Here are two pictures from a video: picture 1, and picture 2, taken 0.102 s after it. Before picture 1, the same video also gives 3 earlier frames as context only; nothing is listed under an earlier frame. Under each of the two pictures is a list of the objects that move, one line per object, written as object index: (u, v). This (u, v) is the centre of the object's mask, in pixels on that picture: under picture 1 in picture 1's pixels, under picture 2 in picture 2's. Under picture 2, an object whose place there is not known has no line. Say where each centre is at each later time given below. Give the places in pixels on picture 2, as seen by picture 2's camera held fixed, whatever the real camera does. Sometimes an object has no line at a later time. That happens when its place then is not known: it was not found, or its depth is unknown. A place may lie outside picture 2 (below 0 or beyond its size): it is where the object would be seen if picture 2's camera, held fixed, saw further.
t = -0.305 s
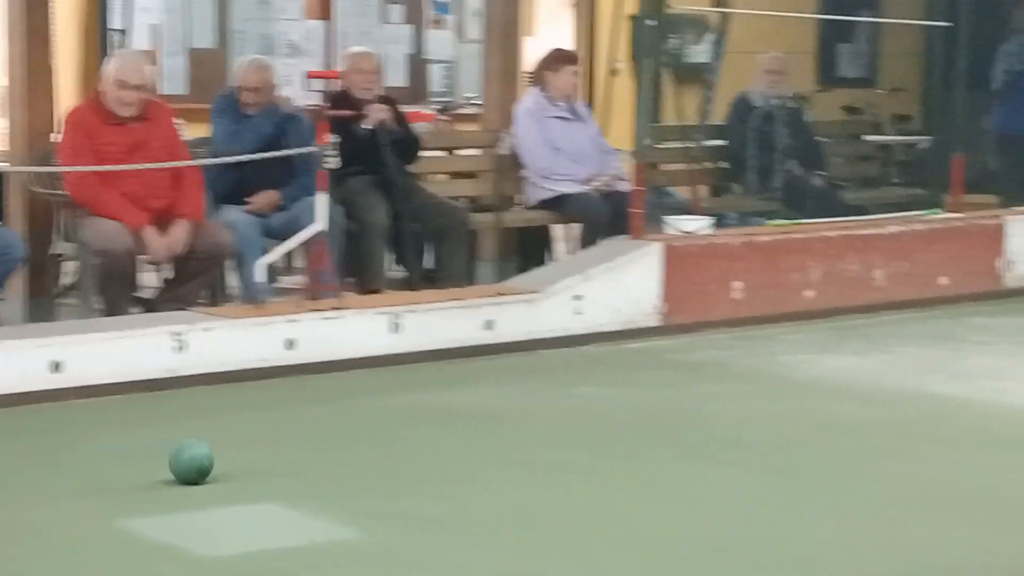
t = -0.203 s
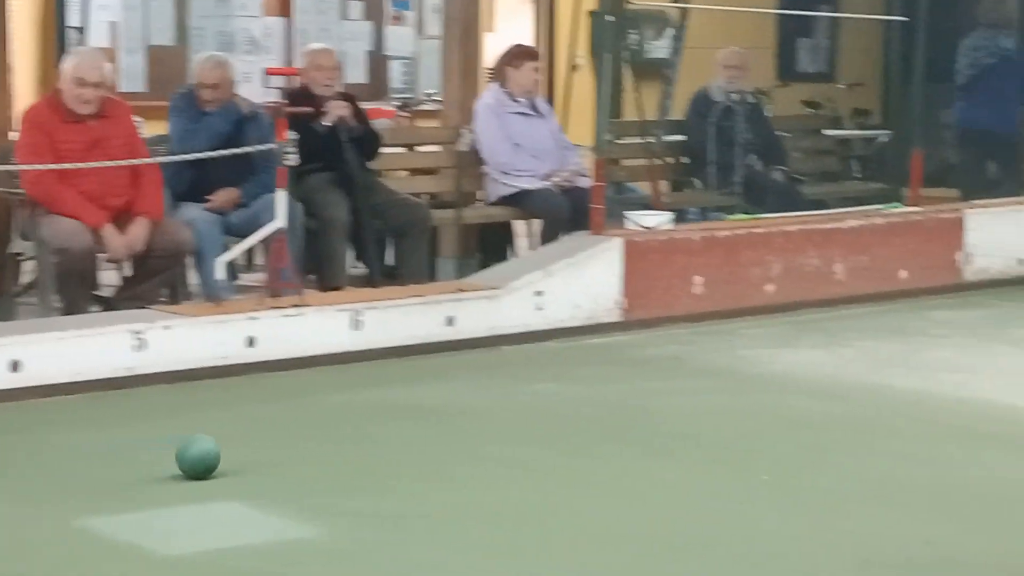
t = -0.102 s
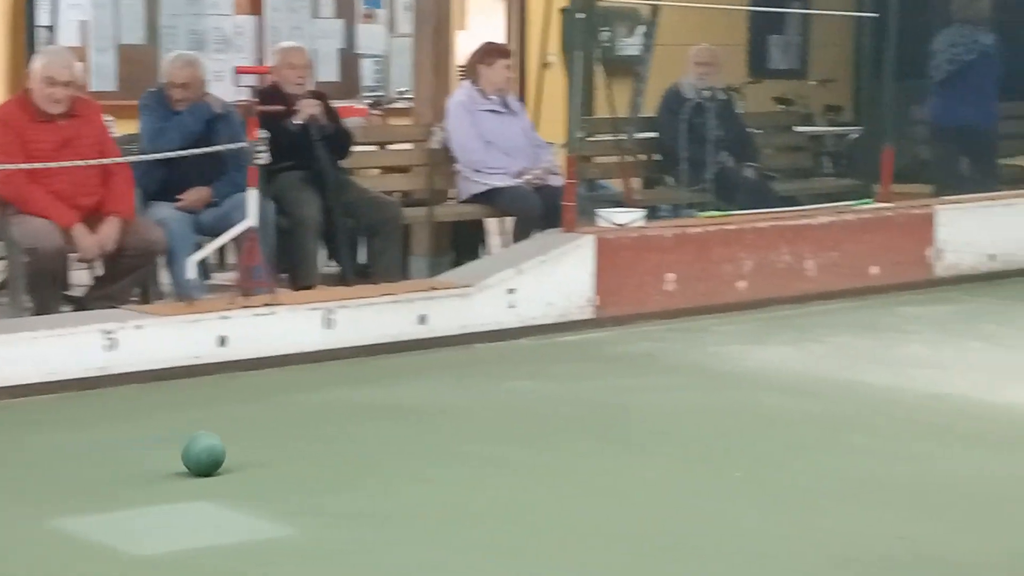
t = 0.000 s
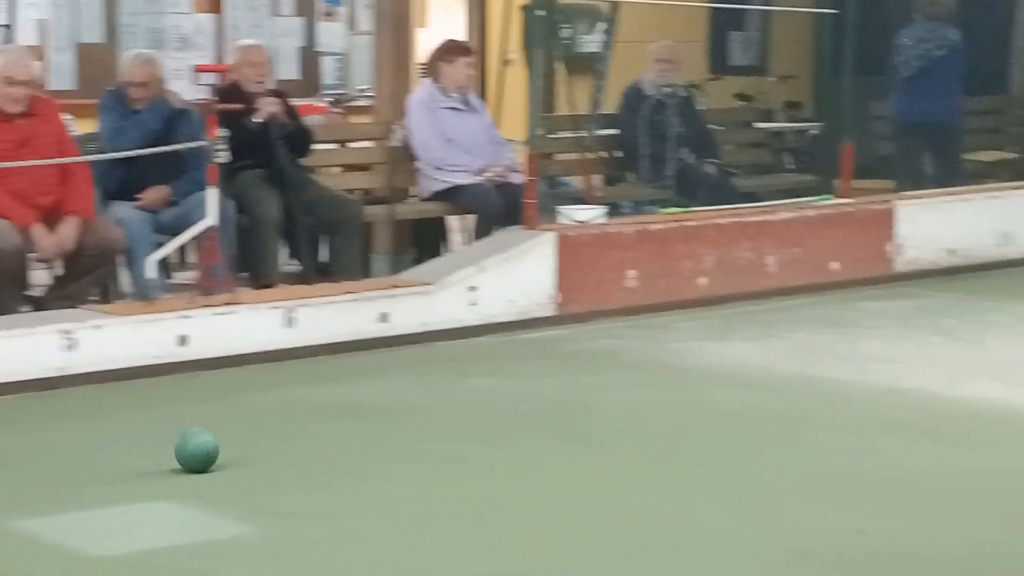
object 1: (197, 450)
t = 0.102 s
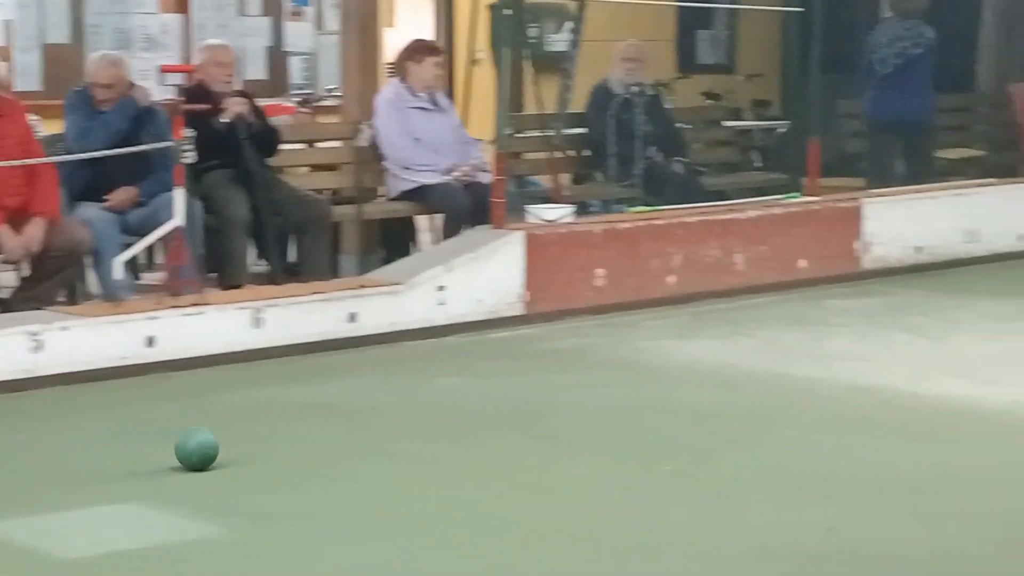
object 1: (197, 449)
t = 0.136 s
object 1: (208, 448)
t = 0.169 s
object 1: (219, 446)
